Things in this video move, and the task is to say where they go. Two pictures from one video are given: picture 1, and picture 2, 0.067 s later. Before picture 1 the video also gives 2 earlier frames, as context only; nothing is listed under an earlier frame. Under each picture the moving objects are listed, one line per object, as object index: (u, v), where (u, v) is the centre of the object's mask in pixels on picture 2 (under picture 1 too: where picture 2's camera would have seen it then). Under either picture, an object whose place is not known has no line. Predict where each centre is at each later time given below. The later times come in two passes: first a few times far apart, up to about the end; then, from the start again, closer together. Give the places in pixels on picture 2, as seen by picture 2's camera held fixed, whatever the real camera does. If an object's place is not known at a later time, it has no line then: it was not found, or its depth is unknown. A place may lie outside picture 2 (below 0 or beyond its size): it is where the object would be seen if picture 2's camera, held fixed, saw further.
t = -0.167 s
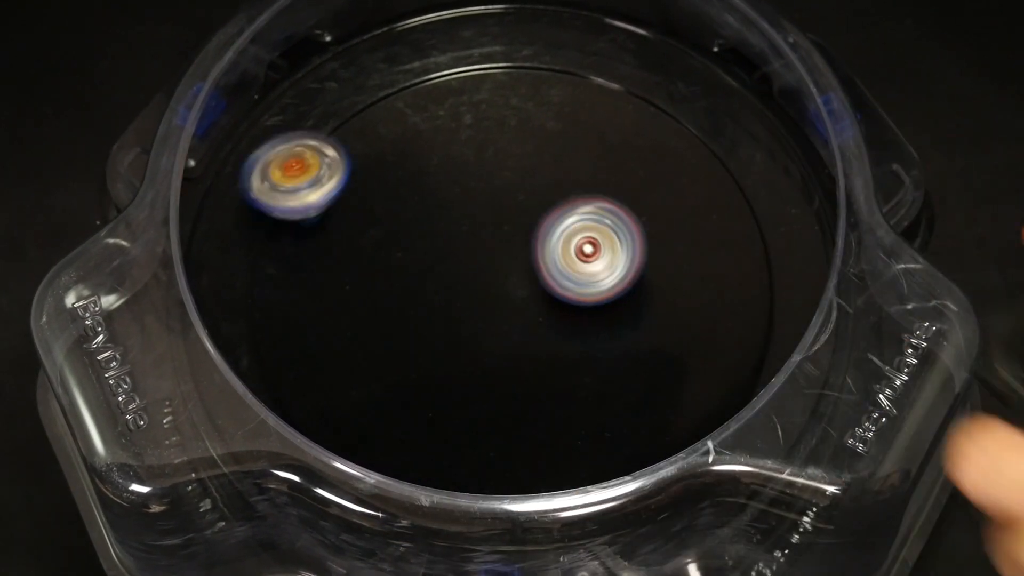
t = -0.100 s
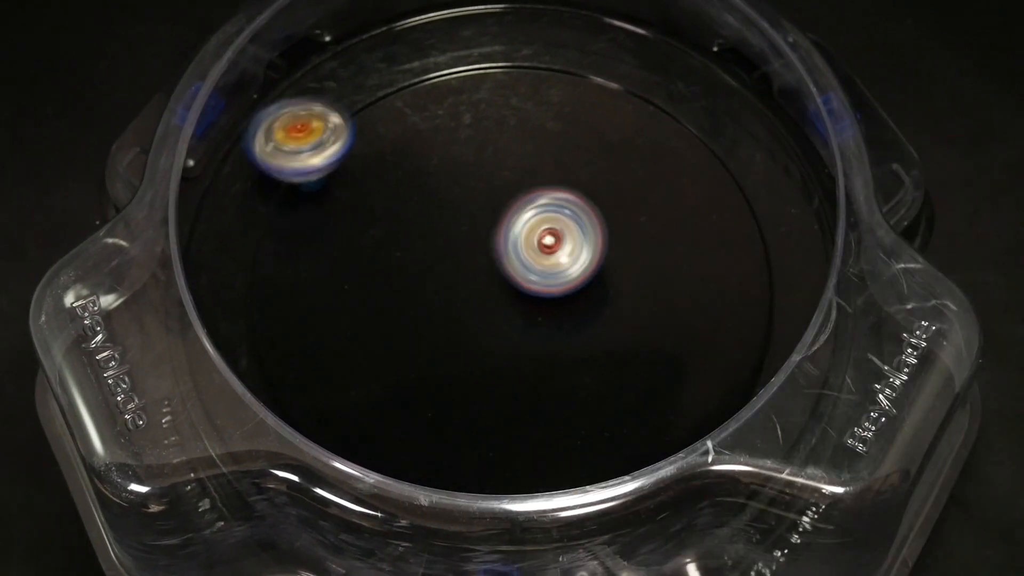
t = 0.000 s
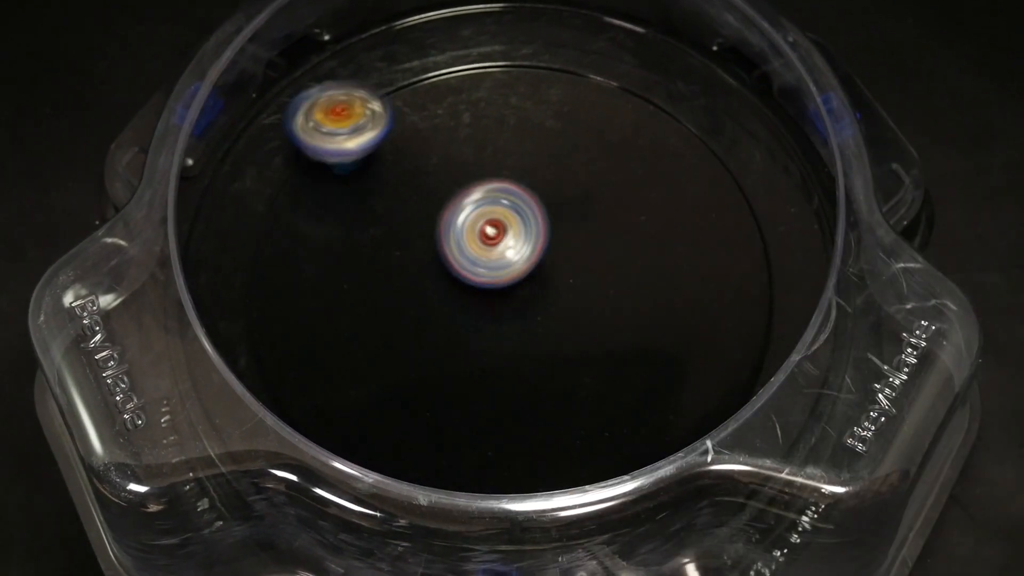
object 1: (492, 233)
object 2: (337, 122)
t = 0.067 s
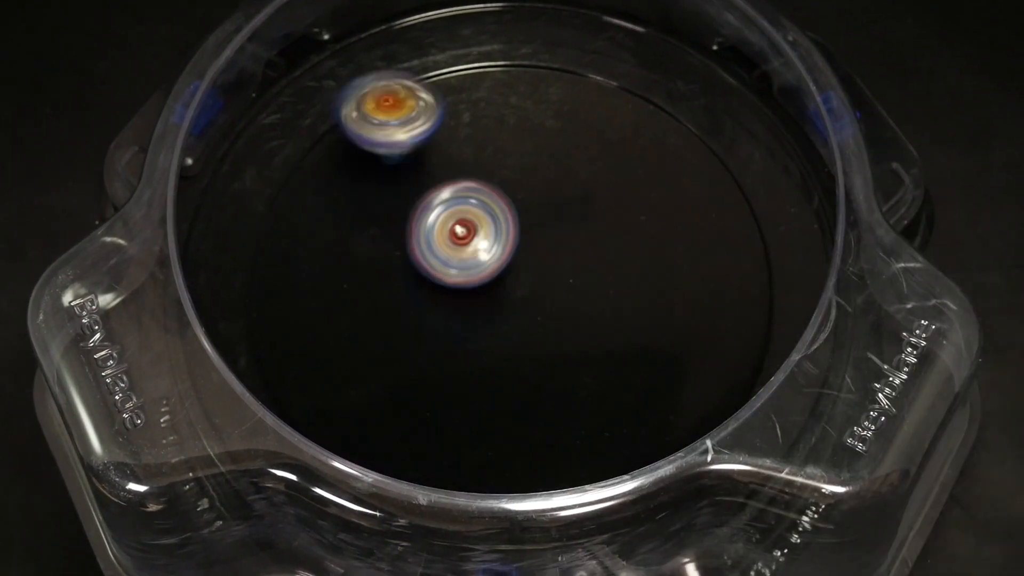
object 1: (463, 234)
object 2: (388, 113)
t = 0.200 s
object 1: (425, 269)
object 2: (520, 152)
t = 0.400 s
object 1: (454, 358)
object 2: (697, 220)
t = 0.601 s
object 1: (553, 359)
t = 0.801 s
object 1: (364, 262)
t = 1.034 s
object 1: (301, 159)
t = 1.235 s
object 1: (287, 164)
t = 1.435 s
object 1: (312, 235)
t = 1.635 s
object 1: (487, 314)
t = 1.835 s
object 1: (550, 303)
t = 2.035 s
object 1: (548, 209)
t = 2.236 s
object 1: (456, 114)
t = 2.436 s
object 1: (454, 157)
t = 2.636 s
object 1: (537, 214)
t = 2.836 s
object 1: (609, 302)
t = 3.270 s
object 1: (591, 322)
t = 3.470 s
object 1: (459, 294)
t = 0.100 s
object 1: (451, 236)
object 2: (417, 127)
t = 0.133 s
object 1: (443, 240)
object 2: (447, 142)
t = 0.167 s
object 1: (433, 252)
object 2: (483, 149)
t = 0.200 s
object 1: (425, 269)
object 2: (520, 152)
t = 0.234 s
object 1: (420, 286)
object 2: (557, 155)
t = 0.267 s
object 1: (420, 304)
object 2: (594, 167)
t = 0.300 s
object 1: (424, 319)
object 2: (625, 175)
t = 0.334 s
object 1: (430, 334)
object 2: (654, 190)
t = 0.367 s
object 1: (441, 347)
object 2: (677, 202)
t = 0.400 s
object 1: (454, 358)
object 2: (697, 220)
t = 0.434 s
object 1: (469, 365)
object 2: (708, 232)
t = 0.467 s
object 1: (485, 370)
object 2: (717, 257)
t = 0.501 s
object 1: (503, 371)
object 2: (717, 276)
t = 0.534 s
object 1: (520, 370)
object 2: (712, 294)
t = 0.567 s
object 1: (537, 366)
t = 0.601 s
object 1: (553, 359)
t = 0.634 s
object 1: (541, 350)
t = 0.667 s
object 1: (501, 337)
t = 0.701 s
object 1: (461, 322)
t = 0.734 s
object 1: (425, 303)
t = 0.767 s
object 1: (392, 283)
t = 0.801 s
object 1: (364, 262)
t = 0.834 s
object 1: (341, 241)
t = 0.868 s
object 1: (323, 222)
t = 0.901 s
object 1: (310, 204)
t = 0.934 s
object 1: (302, 188)
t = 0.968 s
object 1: (298, 175)
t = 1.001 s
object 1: (298, 166)
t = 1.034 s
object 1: (301, 159)
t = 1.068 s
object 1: (308, 157)
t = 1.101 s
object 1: (319, 158)
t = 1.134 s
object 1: (334, 163)
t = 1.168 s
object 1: (334, 165)
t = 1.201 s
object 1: (308, 161)
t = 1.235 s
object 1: (287, 164)
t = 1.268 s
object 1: (271, 168)
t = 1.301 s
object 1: (264, 175)
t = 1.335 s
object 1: (267, 188)
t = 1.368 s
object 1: (277, 201)
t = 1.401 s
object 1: (292, 217)
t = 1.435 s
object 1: (312, 235)
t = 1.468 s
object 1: (337, 251)
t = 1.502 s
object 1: (366, 267)
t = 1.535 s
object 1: (399, 284)
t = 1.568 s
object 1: (436, 298)
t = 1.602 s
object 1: (473, 310)
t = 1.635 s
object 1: (487, 314)
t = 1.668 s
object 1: (497, 321)
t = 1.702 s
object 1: (509, 323)
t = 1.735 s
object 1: (520, 322)
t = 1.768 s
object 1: (531, 318)
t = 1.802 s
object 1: (541, 311)
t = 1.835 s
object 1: (550, 303)
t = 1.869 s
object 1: (559, 292)
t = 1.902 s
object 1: (565, 279)
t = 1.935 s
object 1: (570, 265)
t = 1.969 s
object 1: (574, 251)
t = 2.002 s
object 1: (568, 234)
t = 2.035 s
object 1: (548, 209)
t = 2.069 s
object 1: (529, 185)
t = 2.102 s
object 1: (509, 163)
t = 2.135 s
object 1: (492, 144)
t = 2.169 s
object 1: (478, 130)
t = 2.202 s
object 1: (467, 121)
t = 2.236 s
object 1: (456, 114)
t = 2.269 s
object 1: (450, 112)
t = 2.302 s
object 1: (445, 114)
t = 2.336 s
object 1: (444, 122)
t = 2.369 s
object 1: (446, 129)
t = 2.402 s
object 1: (449, 143)
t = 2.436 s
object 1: (454, 157)
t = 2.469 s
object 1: (464, 161)
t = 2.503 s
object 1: (477, 167)
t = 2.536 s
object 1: (490, 176)
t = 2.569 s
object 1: (505, 187)
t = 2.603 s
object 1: (522, 200)
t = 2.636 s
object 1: (537, 214)
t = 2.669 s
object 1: (552, 229)
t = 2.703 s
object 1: (567, 245)
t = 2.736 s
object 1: (580, 260)
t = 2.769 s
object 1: (590, 275)
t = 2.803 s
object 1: (600, 289)
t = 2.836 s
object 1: (609, 302)
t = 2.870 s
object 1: (627, 311)
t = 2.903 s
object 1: (642, 317)
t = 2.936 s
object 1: (654, 323)
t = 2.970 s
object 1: (663, 326)
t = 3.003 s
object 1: (667, 328)
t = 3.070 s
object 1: (664, 329)
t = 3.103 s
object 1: (658, 328)
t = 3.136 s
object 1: (647, 325)
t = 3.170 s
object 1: (634, 324)
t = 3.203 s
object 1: (623, 325)
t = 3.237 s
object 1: (608, 324)
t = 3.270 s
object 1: (591, 322)
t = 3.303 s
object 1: (571, 319)
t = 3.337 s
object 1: (550, 314)
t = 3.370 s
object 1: (528, 307)
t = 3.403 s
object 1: (504, 300)
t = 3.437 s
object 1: (482, 294)
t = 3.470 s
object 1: (459, 294)
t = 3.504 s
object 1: (439, 298)
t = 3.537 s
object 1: (423, 297)
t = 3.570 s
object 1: (410, 301)
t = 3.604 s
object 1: (402, 299)
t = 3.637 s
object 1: (398, 306)
